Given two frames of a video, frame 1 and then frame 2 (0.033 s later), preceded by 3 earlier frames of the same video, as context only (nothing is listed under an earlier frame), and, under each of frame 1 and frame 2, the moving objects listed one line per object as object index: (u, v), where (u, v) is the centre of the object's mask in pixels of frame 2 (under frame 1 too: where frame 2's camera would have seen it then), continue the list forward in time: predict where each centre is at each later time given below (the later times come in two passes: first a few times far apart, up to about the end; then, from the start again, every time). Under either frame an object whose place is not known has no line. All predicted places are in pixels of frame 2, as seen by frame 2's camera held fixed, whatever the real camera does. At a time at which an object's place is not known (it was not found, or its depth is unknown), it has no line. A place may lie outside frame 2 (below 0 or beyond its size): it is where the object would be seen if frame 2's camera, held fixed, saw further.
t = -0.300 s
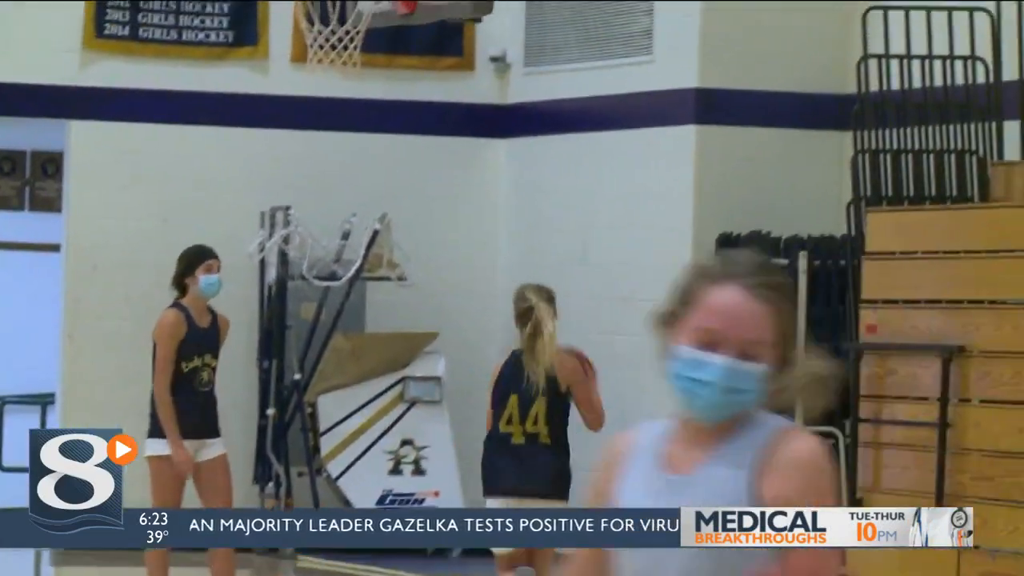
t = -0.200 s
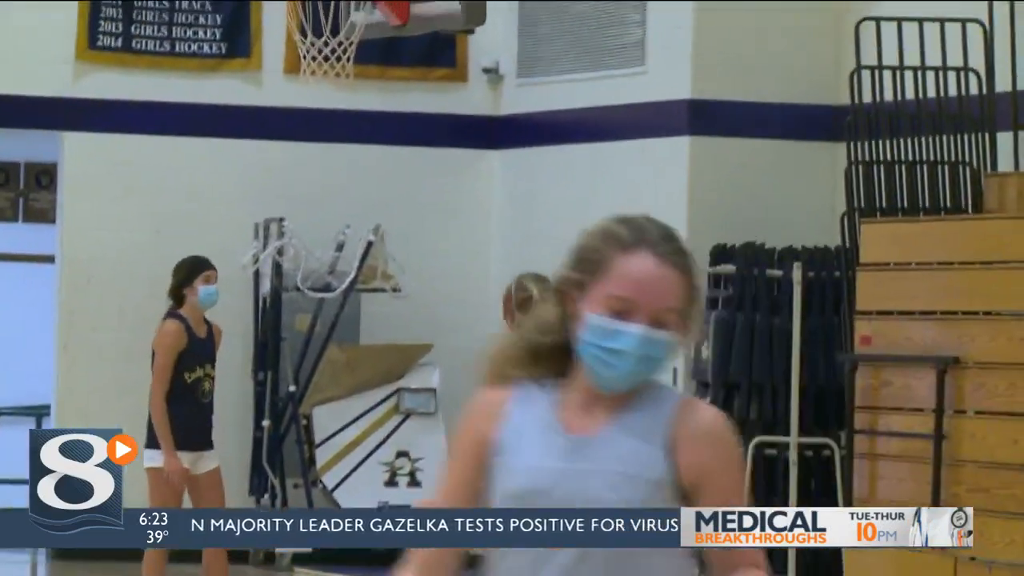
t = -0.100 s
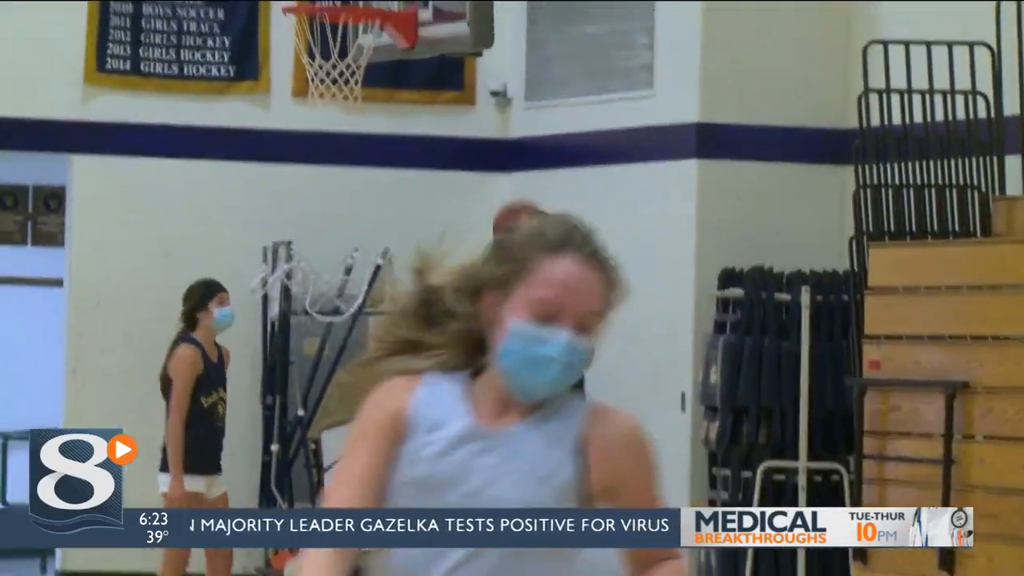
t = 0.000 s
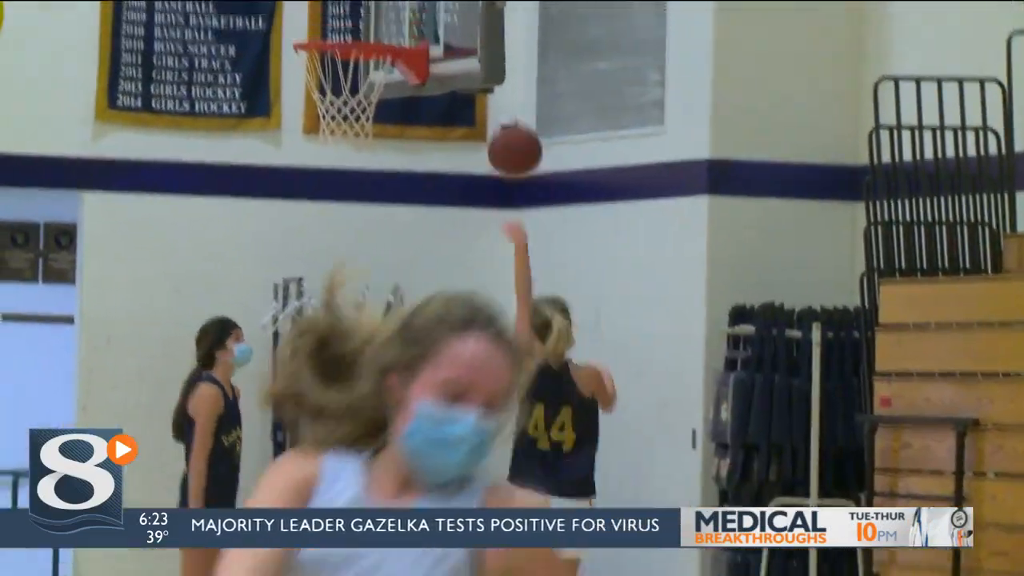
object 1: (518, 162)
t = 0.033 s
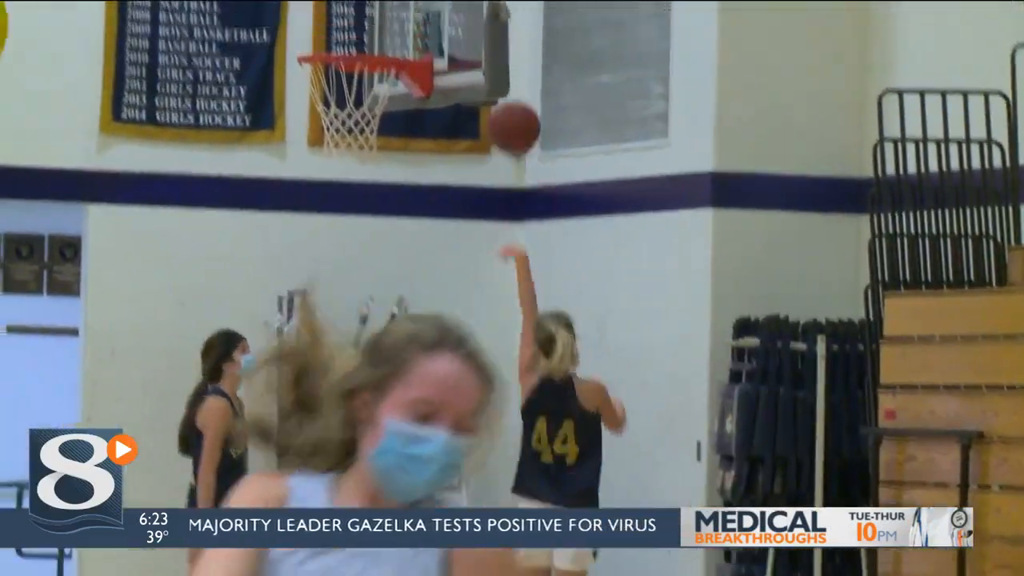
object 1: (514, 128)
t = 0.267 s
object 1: (474, -50)
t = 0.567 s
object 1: (414, -91)
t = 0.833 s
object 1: (361, 37)
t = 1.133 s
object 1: (308, 236)
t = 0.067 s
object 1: (508, 94)
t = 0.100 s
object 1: (502, 63)
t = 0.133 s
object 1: (497, 34)
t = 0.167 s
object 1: (492, 10)
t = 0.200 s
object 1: (486, -12)
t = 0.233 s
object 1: (480, -32)
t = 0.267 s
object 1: (474, -50)
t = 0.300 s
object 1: (468, -64)
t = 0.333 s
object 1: (461, -77)
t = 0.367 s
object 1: (454, -87)
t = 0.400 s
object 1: (448, -94)
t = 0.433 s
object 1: (441, -99)
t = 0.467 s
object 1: (434, -101)
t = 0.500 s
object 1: (427, -99)
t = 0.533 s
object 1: (421, -97)
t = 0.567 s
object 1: (414, -91)
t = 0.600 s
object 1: (407, -84)
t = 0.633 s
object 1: (400, -73)
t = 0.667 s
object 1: (394, -58)
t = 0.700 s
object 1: (388, -42)
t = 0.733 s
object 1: (381, -24)
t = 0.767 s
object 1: (374, -3)
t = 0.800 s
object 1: (367, 20)
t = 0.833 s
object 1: (361, 37)
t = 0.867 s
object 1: (350, 74)
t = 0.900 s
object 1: (344, 88)
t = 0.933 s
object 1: (330, 107)
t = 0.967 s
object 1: (328, 134)
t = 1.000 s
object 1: (324, 157)
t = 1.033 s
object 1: (321, 170)
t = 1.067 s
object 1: (316, 189)
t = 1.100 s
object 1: (313, 211)
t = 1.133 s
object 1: (308, 236)
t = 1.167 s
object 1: (303, 262)
